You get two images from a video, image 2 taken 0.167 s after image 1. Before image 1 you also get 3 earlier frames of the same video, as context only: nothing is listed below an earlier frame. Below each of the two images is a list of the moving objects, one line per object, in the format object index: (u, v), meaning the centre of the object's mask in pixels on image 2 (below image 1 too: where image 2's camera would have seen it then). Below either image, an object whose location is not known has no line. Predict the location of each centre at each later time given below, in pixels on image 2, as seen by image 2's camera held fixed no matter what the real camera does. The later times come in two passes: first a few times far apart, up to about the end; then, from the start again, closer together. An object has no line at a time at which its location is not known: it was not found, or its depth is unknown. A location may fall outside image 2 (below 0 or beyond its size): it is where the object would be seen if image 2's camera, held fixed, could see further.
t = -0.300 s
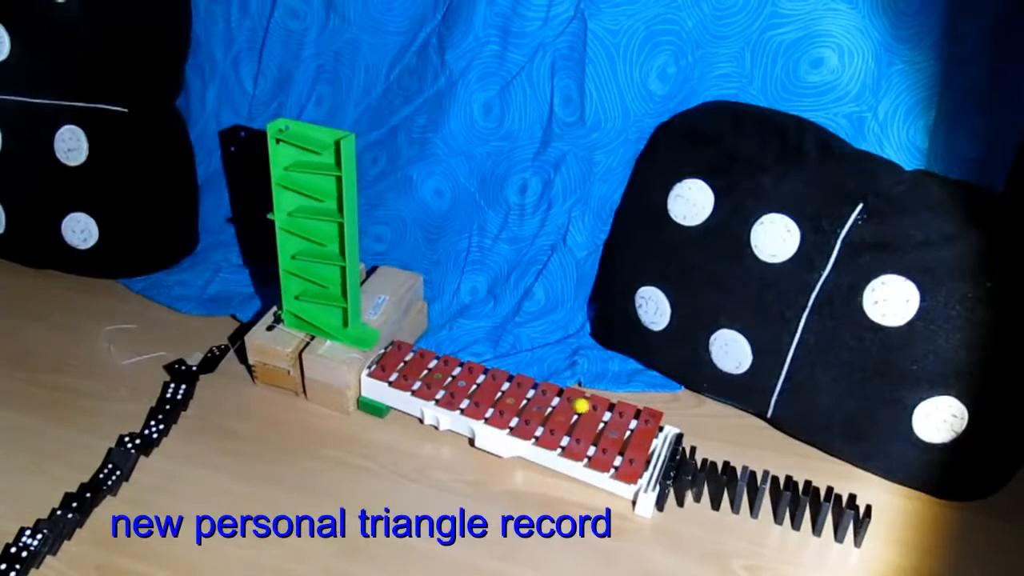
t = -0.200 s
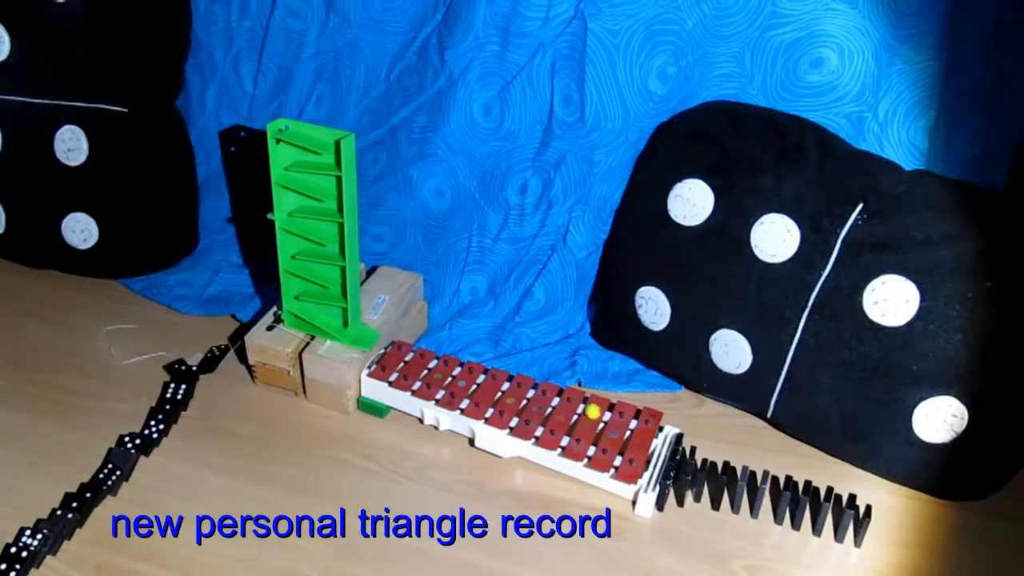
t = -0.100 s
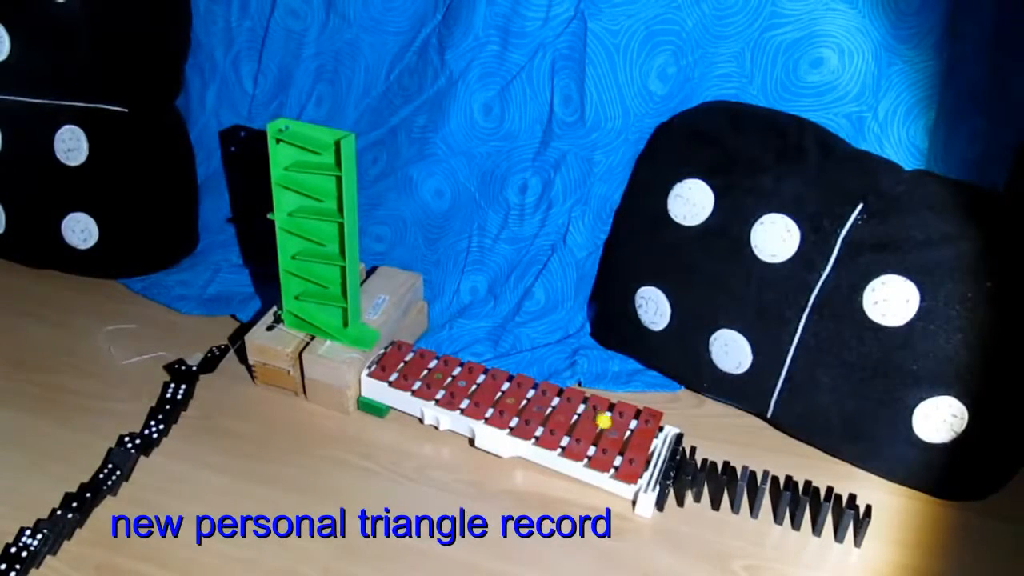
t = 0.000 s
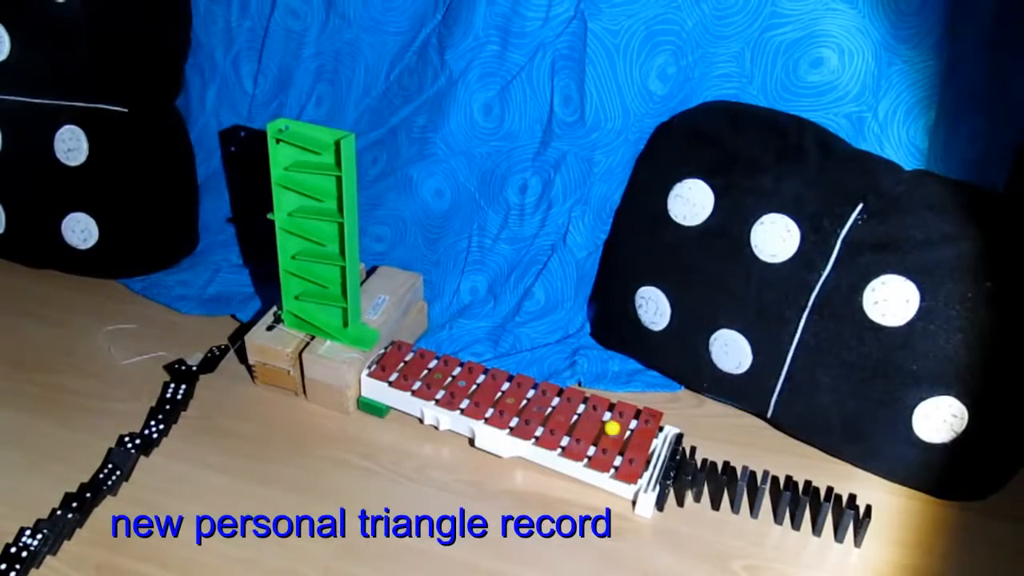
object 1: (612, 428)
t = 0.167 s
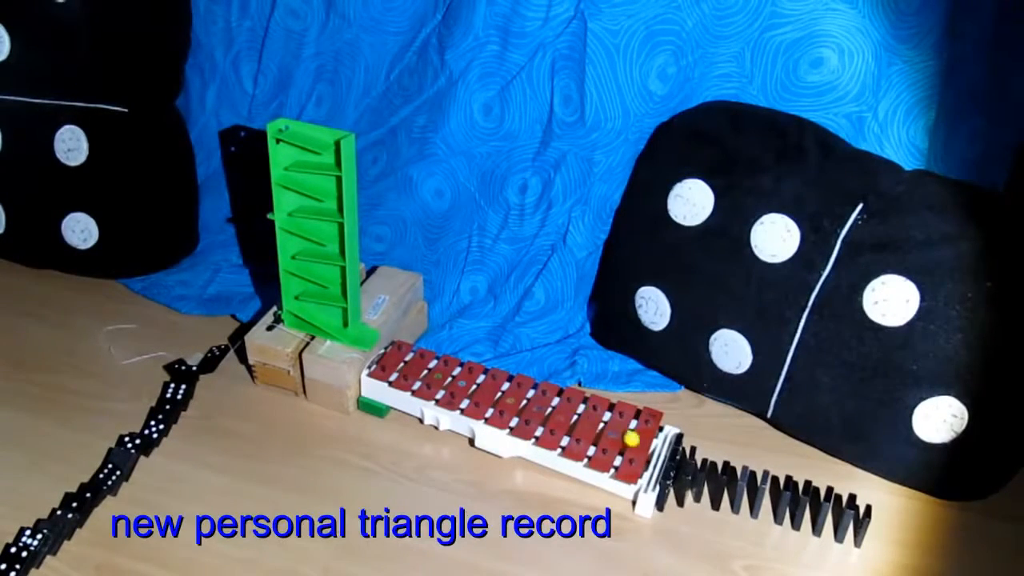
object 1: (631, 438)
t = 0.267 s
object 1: (644, 445)
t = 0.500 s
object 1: (675, 470)
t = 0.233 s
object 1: (639, 443)
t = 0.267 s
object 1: (644, 445)
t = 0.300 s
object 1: (648, 446)
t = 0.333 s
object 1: (654, 451)
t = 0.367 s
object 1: (660, 457)
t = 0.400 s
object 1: (665, 459)
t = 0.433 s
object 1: (668, 461)
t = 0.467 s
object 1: (673, 465)
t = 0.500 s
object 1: (675, 470)
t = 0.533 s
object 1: (674, 478)
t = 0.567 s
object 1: (673, 484)
